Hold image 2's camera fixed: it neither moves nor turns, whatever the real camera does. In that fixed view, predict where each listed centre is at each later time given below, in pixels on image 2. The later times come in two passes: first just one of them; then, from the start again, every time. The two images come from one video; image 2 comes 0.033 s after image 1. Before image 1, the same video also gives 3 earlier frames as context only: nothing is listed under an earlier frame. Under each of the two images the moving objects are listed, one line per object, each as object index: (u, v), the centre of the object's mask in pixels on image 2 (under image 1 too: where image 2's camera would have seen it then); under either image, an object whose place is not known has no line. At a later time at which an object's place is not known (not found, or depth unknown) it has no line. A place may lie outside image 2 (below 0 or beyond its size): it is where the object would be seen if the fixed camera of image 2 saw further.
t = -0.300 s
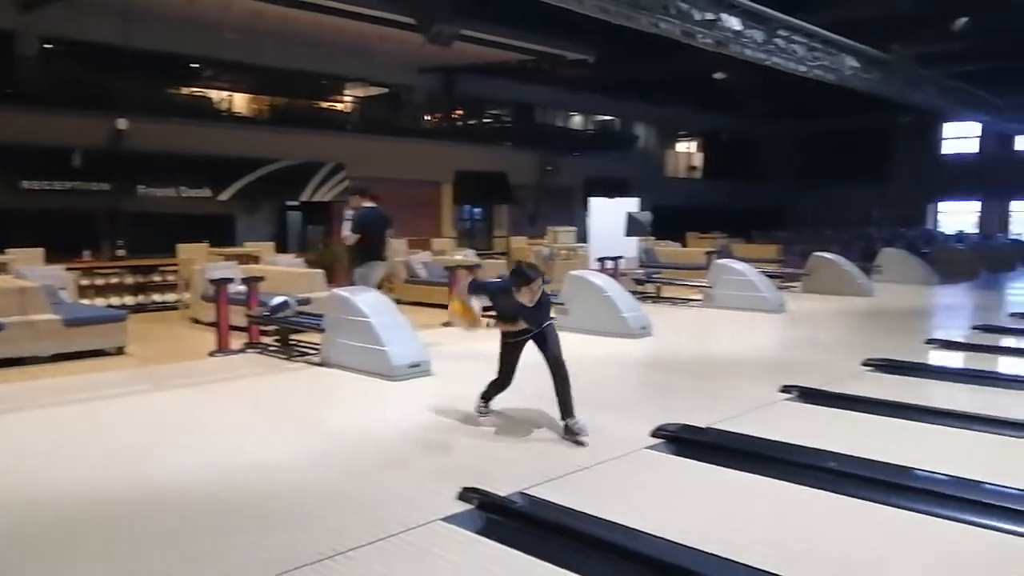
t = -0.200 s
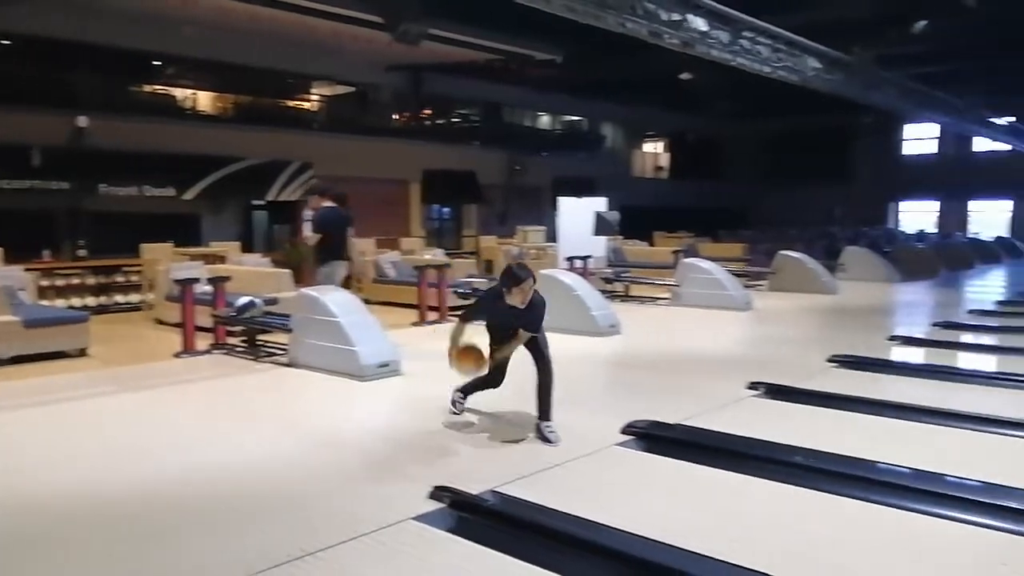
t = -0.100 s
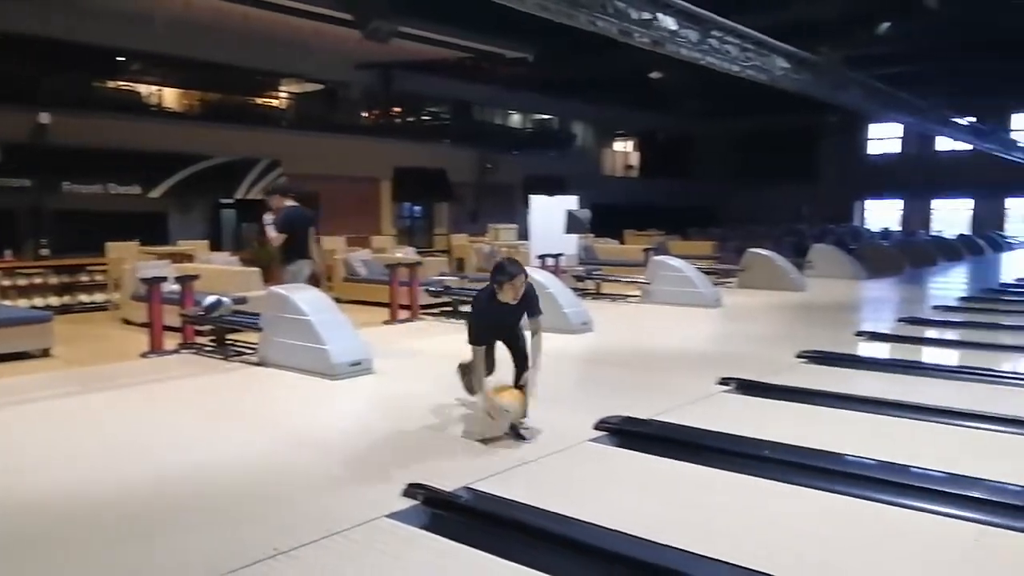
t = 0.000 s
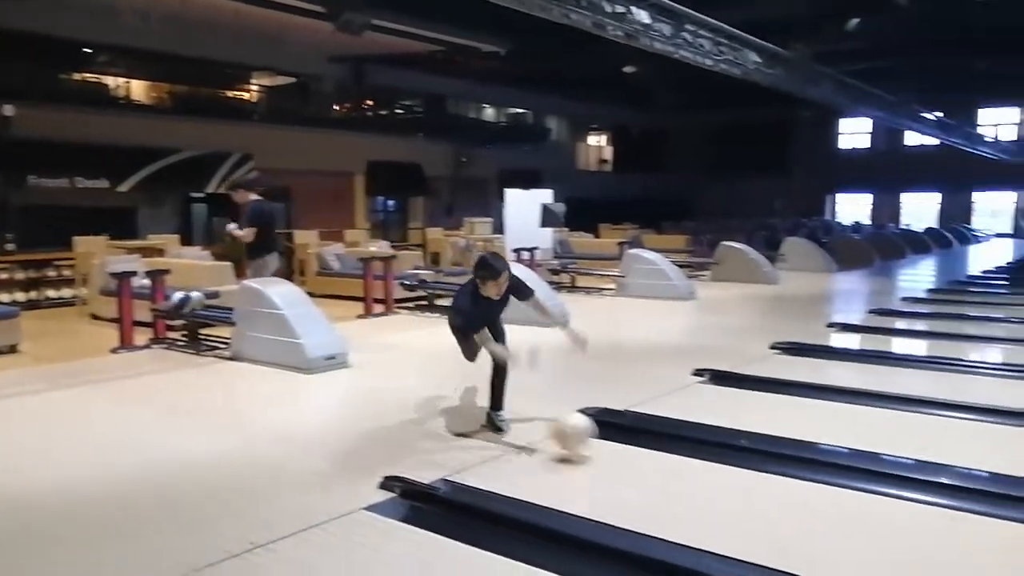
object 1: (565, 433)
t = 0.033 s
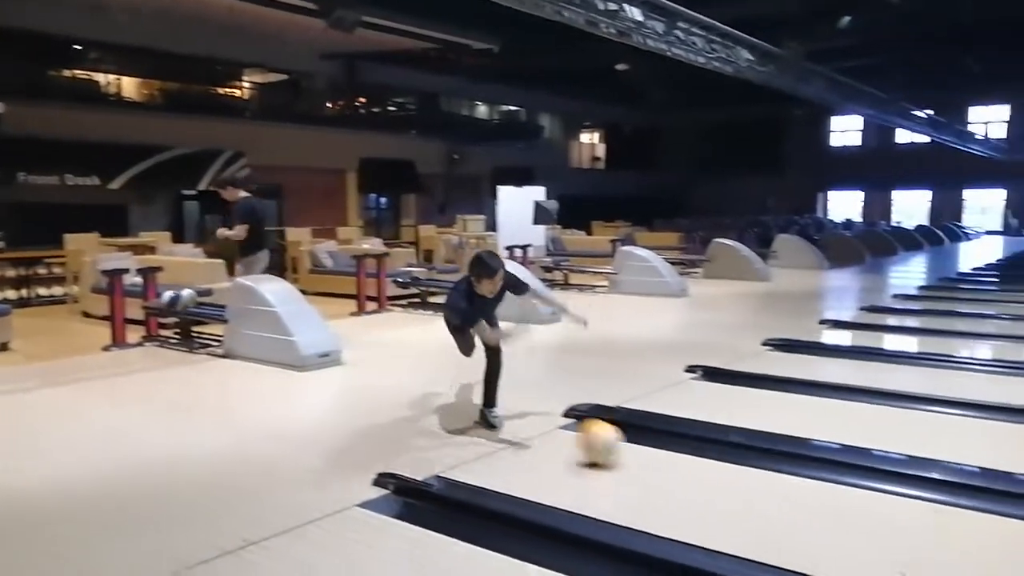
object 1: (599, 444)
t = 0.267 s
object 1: (914, 516)
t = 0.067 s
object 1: (635, 453)
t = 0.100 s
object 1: (674, 462)
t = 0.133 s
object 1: (715, 471)
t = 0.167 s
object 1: (760, 482)
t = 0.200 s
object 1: (808, 493)
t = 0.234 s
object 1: (857, 504)
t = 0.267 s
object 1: (914, 516)
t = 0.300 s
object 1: (973, 529)
